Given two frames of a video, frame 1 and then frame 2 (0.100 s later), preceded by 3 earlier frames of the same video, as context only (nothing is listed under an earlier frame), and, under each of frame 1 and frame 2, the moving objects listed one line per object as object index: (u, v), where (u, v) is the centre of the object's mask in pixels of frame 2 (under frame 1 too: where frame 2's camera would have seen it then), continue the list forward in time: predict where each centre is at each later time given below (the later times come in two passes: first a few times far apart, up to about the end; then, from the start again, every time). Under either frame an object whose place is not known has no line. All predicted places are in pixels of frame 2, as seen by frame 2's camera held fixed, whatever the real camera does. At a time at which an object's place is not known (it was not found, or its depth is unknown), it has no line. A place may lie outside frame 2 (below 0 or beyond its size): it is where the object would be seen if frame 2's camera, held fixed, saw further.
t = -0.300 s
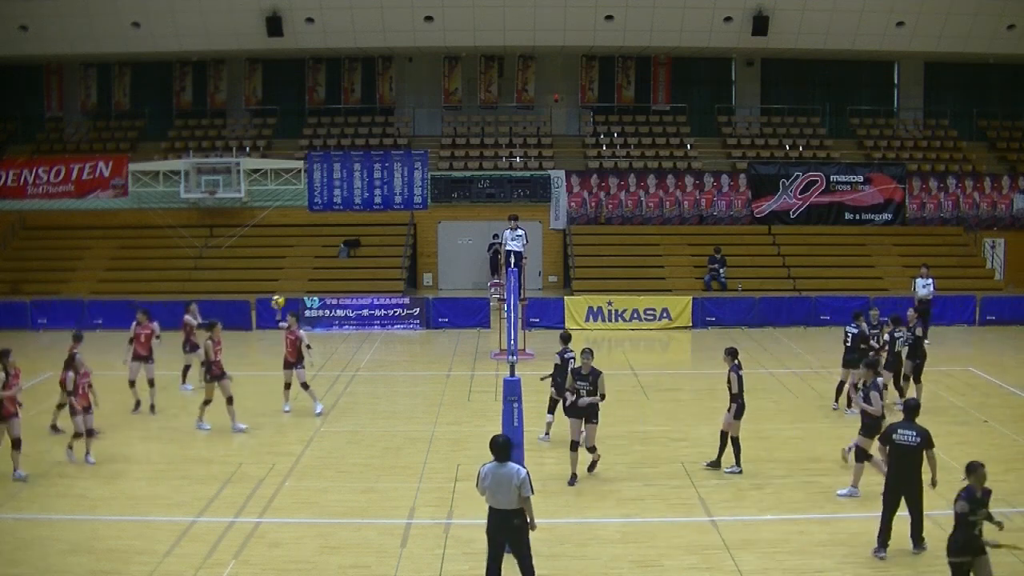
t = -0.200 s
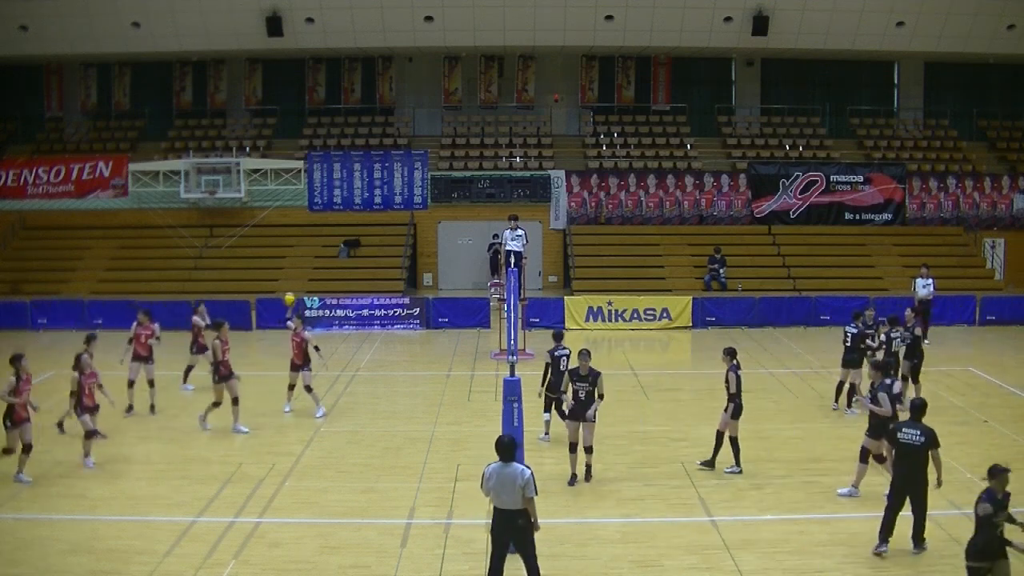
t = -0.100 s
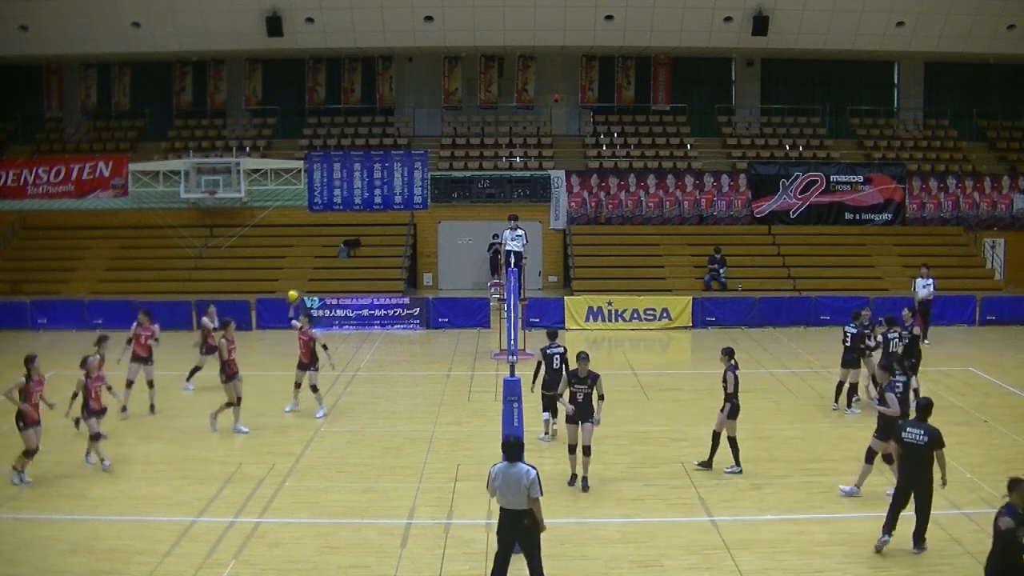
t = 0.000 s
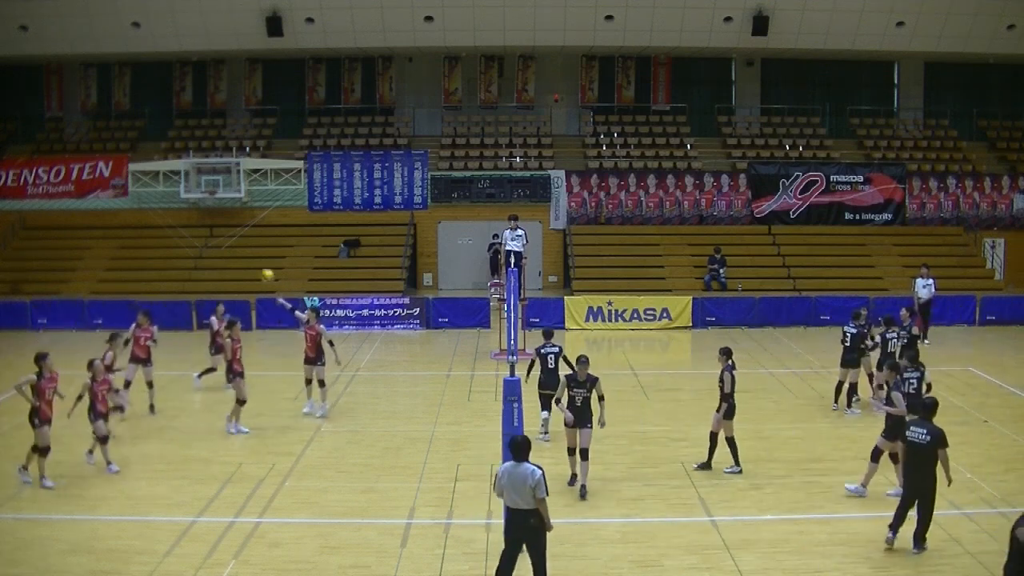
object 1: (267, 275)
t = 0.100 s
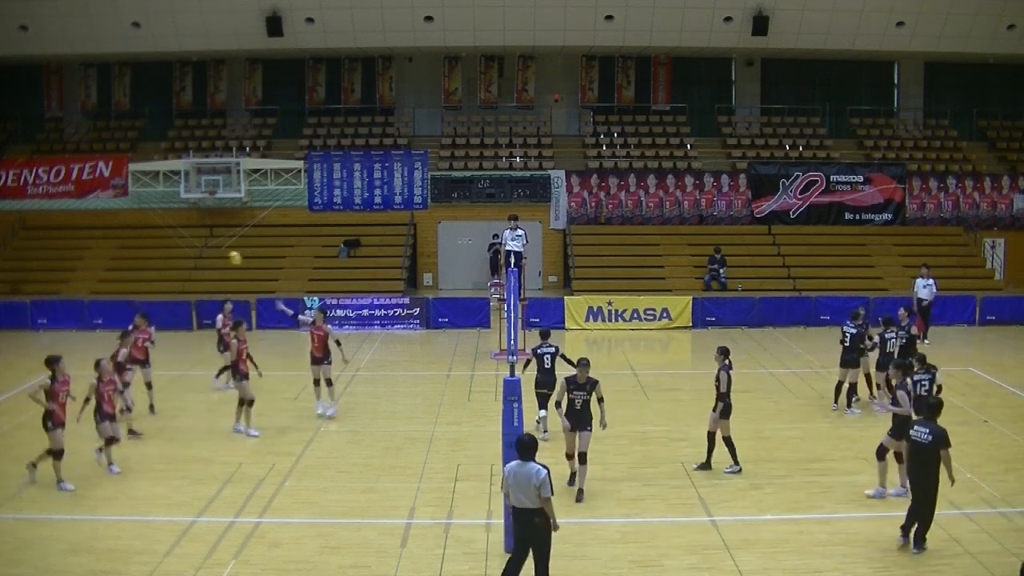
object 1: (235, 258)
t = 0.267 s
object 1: (183, 242)
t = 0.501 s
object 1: (115, 247)
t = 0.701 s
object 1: (60, 276)
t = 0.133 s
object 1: (224, 253)
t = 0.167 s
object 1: (213, 250)
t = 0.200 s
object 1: (203, 247)
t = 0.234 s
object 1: (192, 244)
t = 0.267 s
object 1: (183, 242)
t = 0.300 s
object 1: (173, 241)
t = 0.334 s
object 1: (163, 240)
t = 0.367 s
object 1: (152, 241)
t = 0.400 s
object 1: (143, 241)
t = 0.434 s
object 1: (133, 243)
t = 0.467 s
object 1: (124, 245)
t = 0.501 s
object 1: (115, 247)
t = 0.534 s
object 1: (106, 251)
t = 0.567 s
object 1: (96, 255)
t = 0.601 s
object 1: (87, 259)
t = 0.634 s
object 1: (78, 264)
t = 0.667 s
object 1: (70, 269)
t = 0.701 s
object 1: (60, 276)
